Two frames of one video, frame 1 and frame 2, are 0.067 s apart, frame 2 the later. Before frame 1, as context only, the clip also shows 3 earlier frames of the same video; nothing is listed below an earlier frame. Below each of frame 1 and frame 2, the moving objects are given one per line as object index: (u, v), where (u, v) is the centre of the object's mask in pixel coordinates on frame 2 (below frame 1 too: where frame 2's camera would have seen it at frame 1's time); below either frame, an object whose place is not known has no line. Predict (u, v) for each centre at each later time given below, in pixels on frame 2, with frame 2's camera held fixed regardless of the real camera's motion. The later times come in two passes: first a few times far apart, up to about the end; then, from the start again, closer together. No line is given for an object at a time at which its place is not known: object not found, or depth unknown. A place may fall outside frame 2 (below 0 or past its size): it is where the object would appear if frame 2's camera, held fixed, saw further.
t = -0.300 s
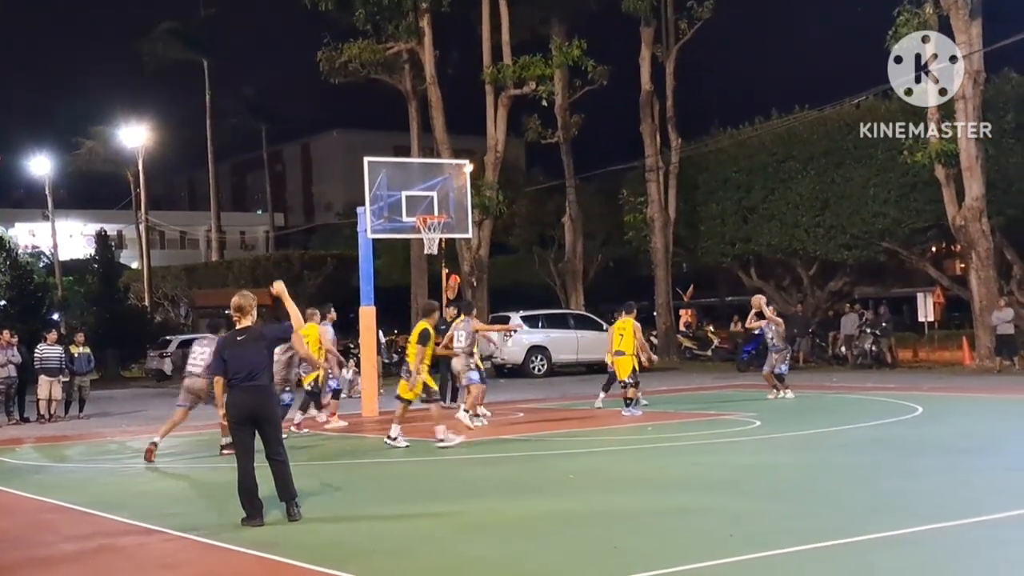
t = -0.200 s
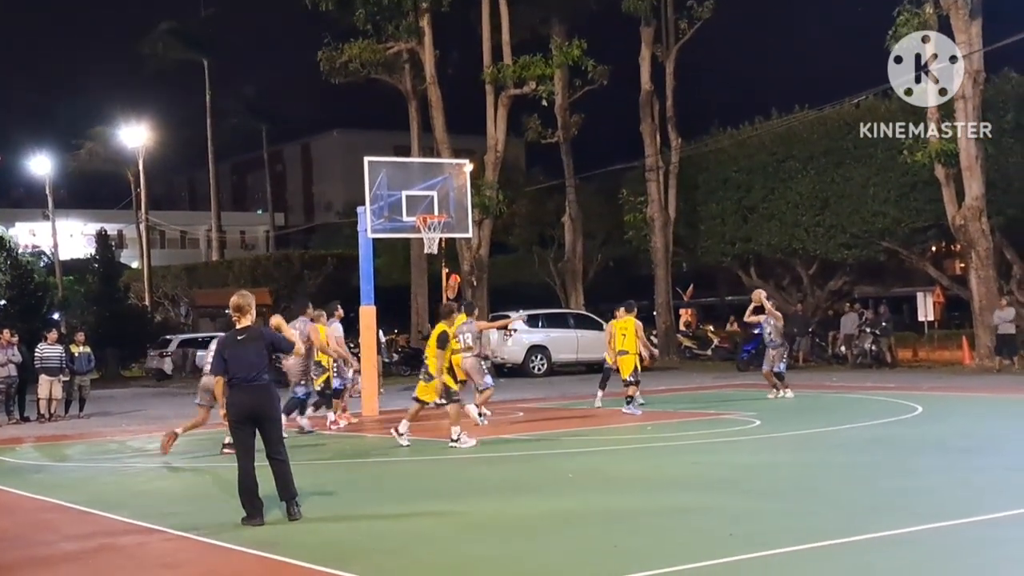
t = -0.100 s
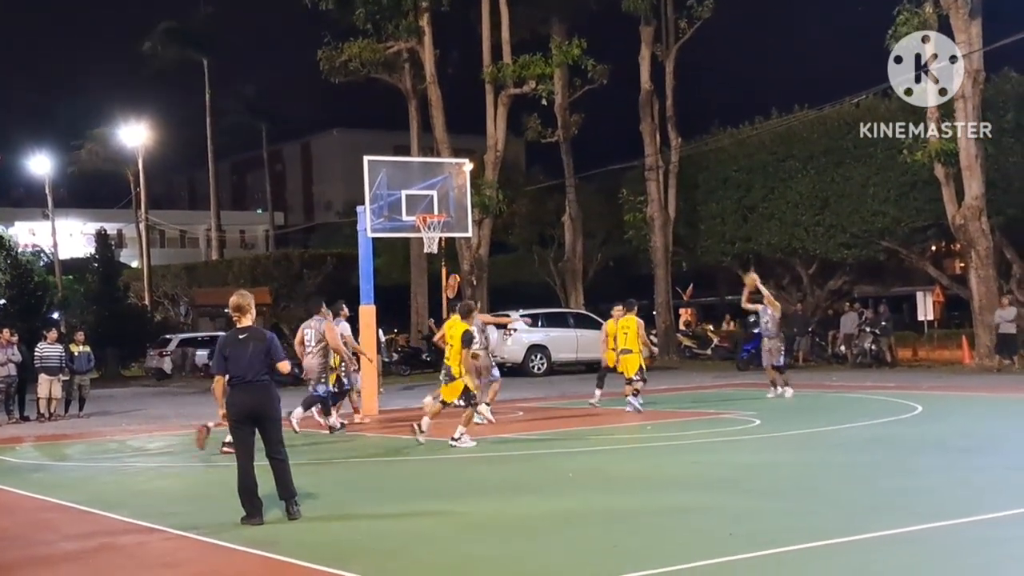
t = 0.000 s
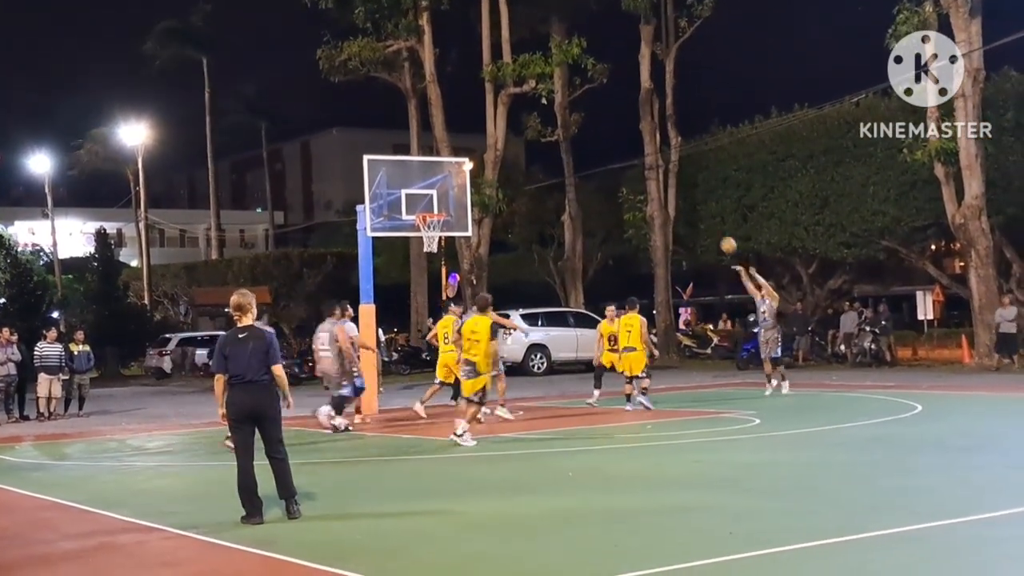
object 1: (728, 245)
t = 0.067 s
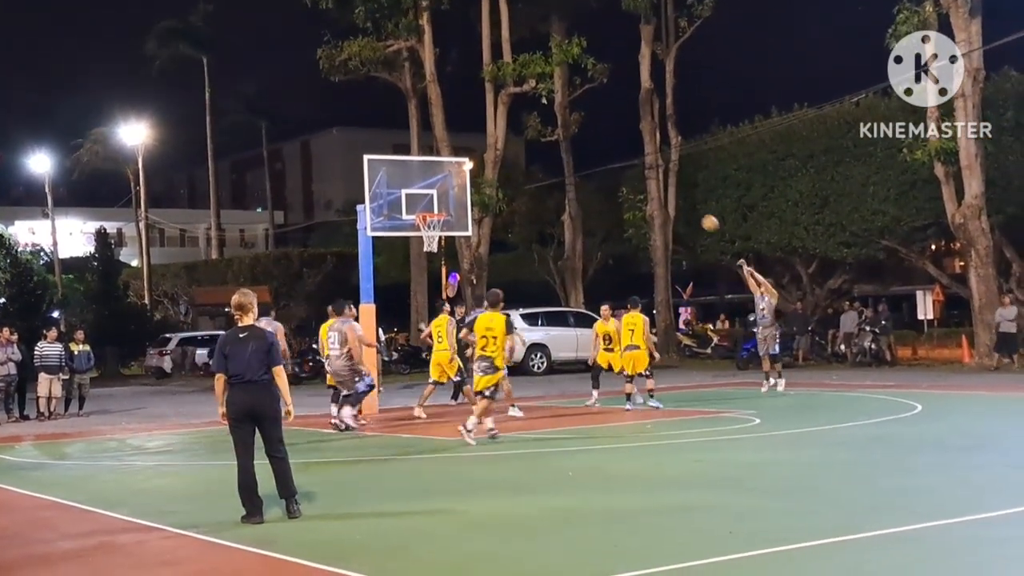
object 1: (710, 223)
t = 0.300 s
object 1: (644, 167)
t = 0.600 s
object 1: (560, 142)
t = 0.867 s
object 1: (485, 166)
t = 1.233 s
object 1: (412, 244)
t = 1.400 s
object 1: (403, 277)
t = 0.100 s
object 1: (700, 213)
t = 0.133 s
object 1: (691, 203)
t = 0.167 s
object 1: (682, 195)
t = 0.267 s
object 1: (654, 172)
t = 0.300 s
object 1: (644, 167)
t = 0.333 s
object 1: (635, 161)
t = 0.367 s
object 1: (626, 156)
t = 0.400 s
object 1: (616, 152)
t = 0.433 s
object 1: (607, 149)
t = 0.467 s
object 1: (598, 146)
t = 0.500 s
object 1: (588, 144)
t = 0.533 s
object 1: (579, 142)
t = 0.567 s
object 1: (571, 141)
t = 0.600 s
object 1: (560, 142)
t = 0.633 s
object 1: (551, 142)
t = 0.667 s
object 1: (541, 144)
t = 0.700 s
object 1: (532, 146)
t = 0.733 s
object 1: (523, 148)
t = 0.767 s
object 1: (514, 152)
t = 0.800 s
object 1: (504, 156)
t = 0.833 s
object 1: (494, 160)
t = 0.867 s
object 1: (485, 166)
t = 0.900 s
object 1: (477, 173)
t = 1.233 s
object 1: (412, 244)
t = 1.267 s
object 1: (410, 249)
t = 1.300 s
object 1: (408, 255)
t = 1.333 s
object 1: (406, 261)
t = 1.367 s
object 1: (405, 269)
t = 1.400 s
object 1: (403, 277)
